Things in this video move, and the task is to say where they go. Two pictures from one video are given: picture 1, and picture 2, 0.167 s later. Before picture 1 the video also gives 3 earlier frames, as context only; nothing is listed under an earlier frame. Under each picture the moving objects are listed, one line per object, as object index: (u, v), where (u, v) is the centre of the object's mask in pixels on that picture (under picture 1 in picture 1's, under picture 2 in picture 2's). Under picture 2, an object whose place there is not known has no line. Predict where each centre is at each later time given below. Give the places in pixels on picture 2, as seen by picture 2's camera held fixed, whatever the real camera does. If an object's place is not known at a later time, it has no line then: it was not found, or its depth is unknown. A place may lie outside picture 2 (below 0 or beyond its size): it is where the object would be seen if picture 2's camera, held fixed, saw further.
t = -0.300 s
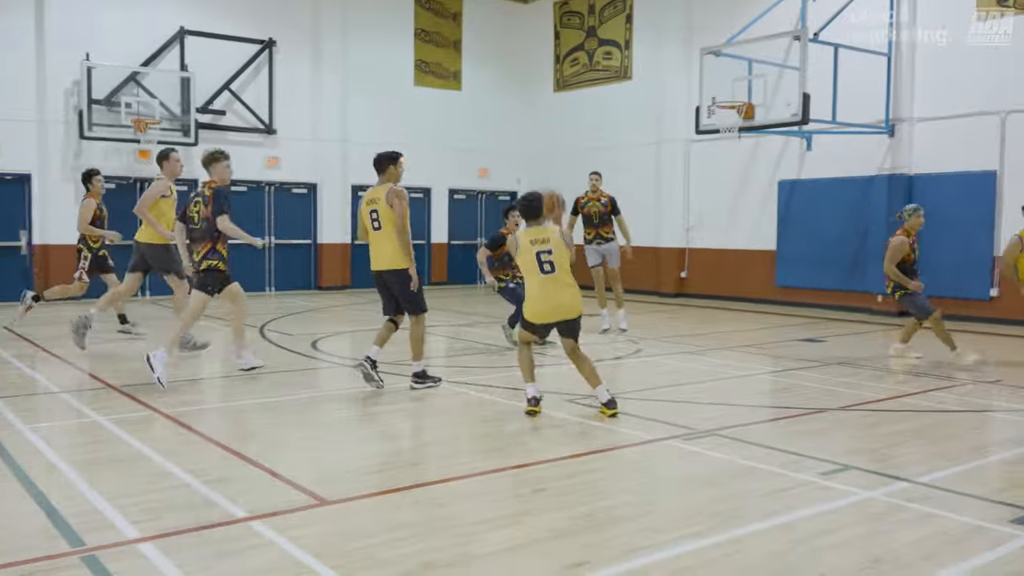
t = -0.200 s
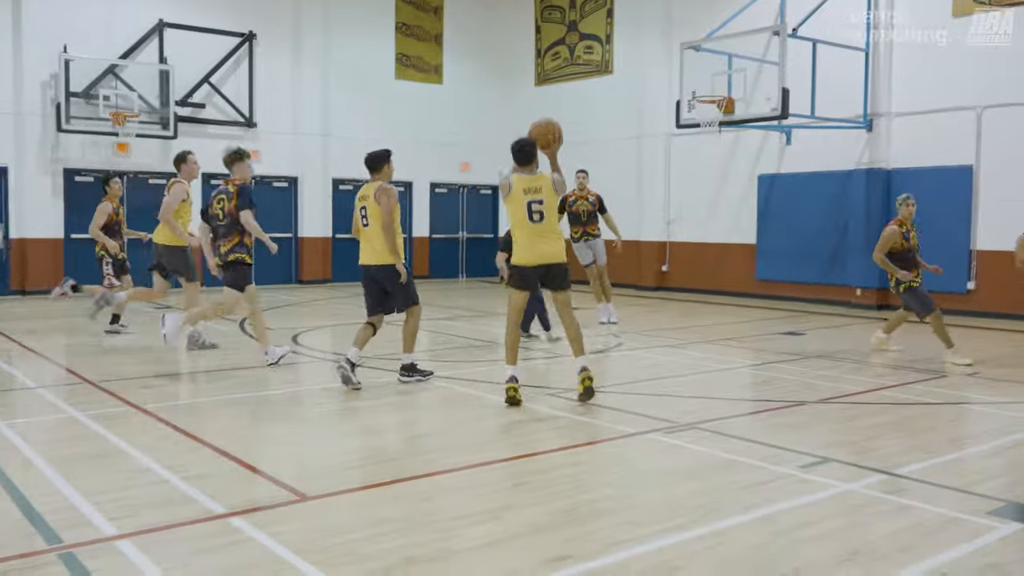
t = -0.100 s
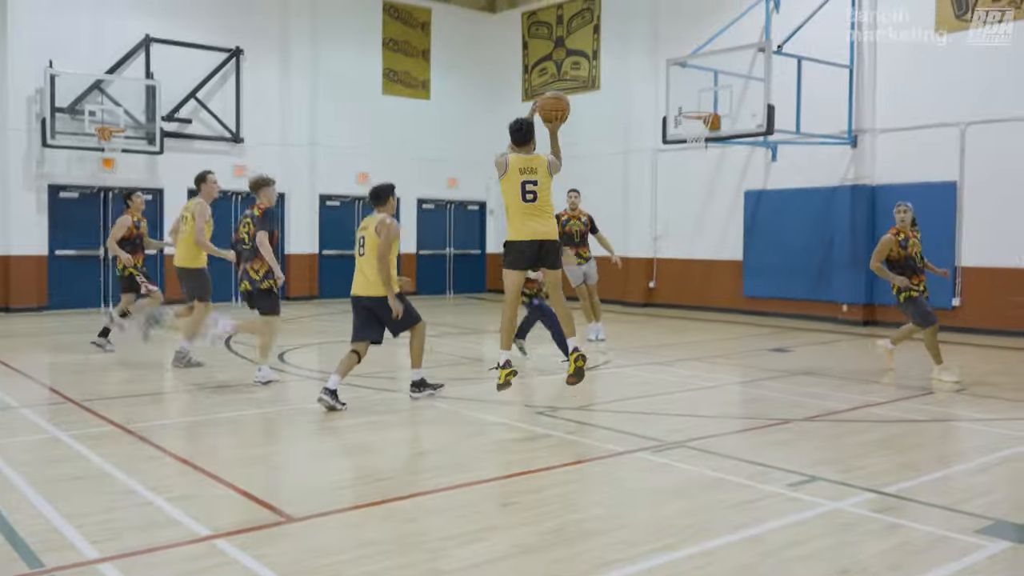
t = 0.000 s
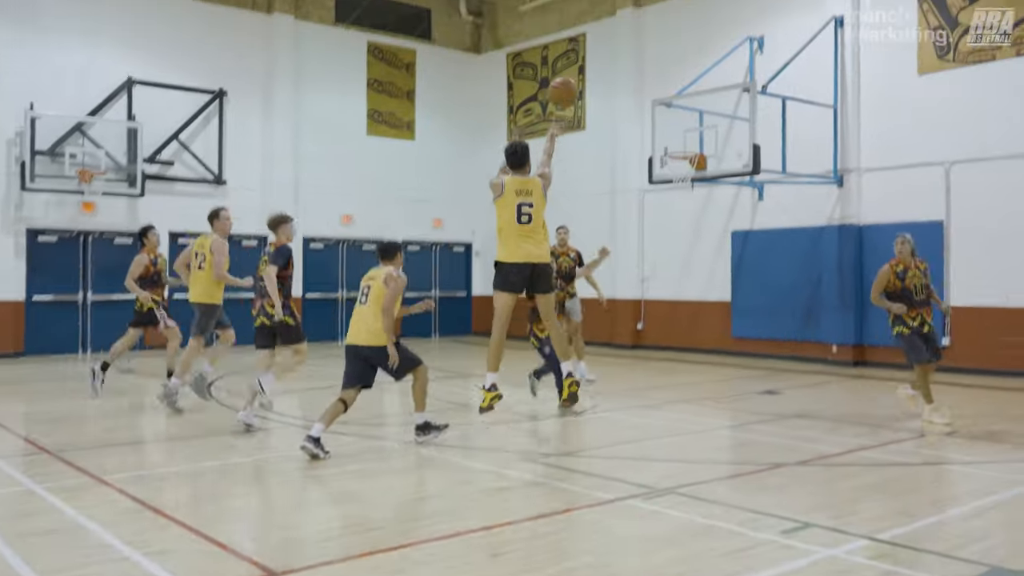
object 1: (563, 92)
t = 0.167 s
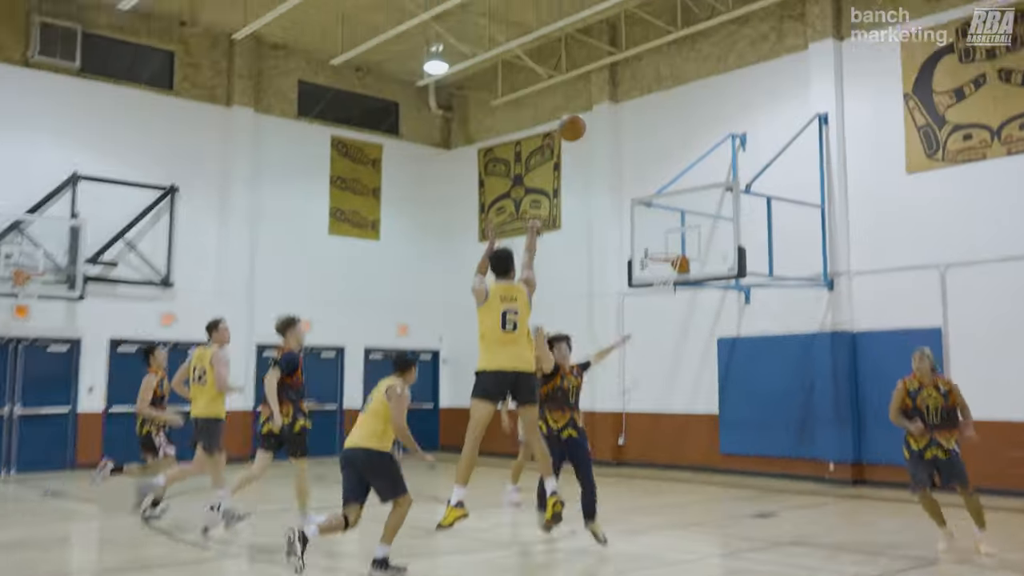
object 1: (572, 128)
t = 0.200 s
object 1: (575, 122)
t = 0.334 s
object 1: (598, 106)
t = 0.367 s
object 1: (603, 106)
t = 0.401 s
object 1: (607, 107)
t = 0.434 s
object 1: (612, 108)
